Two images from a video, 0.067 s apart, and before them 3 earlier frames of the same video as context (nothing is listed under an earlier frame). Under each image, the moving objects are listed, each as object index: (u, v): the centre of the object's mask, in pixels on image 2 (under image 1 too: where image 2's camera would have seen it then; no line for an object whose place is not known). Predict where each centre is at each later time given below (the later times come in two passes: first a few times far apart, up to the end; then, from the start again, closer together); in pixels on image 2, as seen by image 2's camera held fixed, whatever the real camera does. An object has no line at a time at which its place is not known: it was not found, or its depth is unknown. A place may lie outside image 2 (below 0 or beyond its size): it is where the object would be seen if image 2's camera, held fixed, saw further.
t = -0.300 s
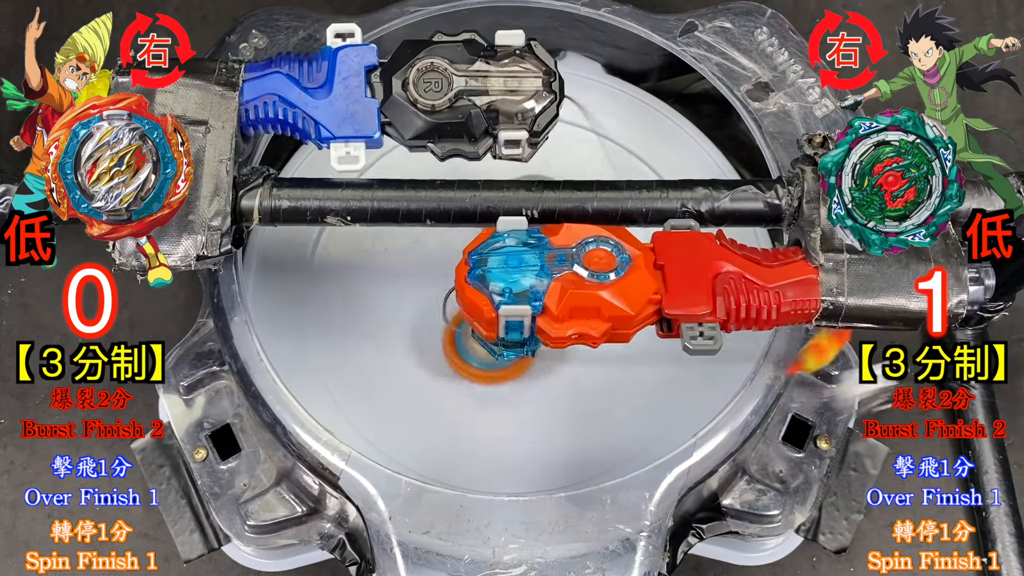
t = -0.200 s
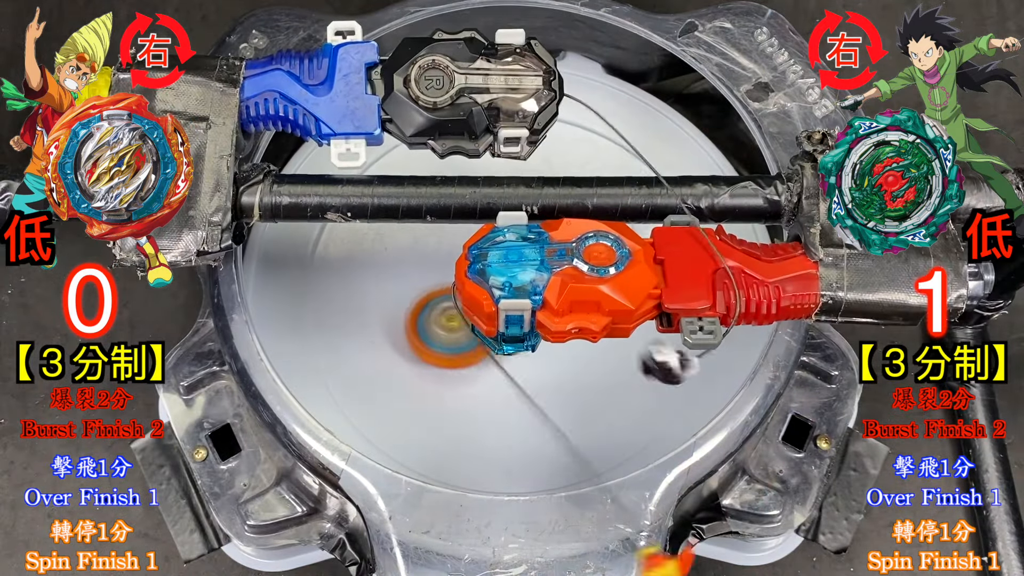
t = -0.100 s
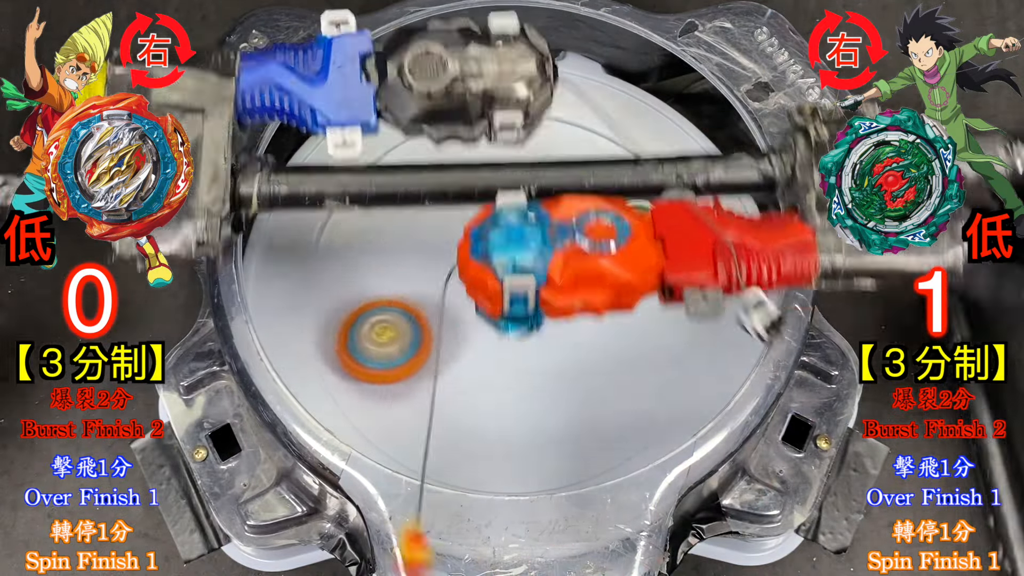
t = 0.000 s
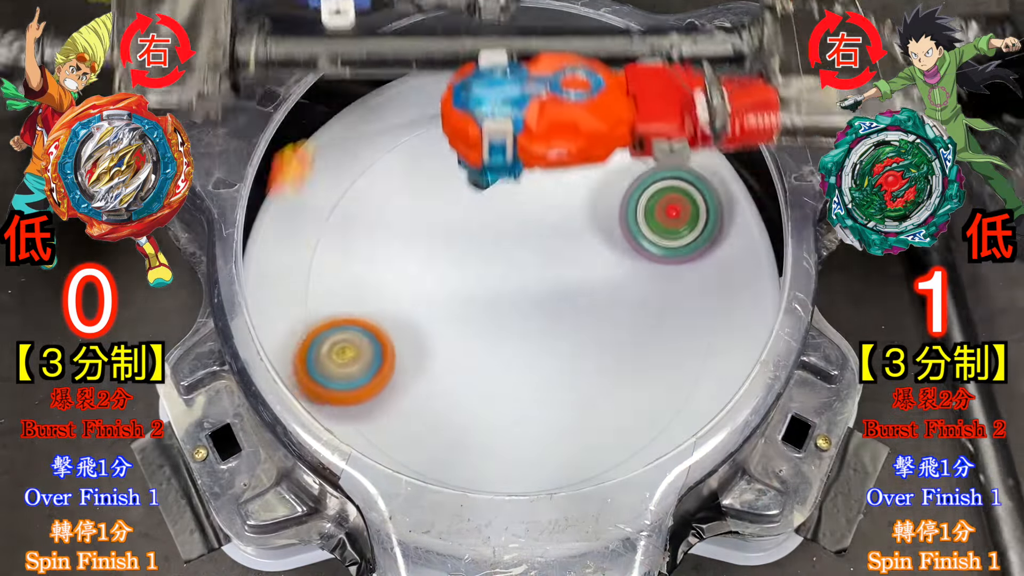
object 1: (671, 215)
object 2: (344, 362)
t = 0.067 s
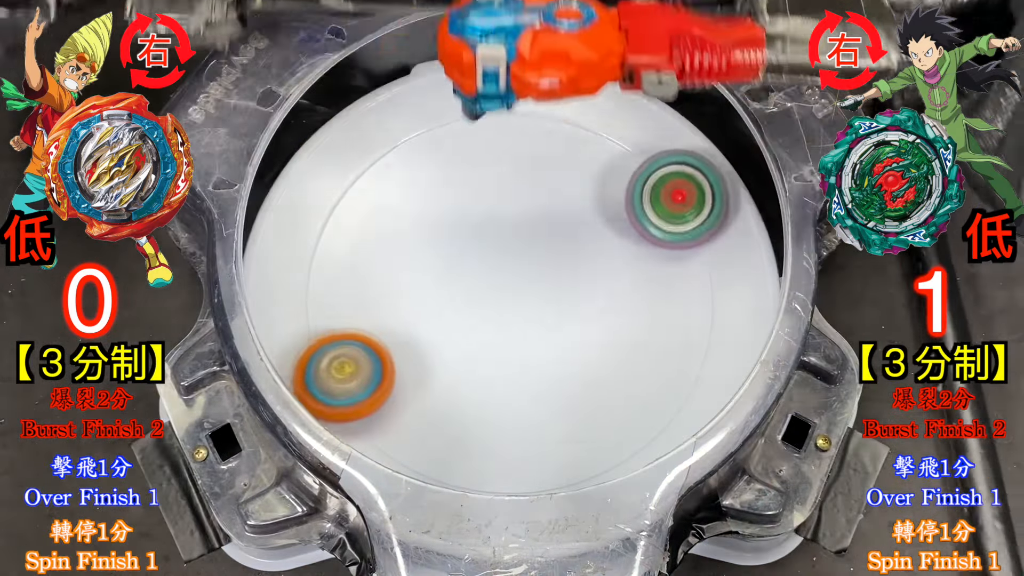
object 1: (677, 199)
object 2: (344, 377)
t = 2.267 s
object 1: (668, 373)
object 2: (442, 366)
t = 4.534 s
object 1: (516, 412)
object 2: (537, 310)
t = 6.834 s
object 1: (523, 304)
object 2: (534, 203)
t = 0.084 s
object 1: (676, 195)
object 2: (349, 380)
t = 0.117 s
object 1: (672, 189)
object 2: (363, 385)
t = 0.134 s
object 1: (670, 186)
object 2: (372, 387)
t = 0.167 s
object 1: (662, 182)
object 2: (390, 390)
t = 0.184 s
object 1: (658, 180)
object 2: (400, 392)
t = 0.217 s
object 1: (648, 178)
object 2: (423, 393)
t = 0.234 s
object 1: (642, 178)
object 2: (434, 394)
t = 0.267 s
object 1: (630, 178)
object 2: (458, 393)
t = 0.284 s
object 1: (624, 179)
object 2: (469, 392)
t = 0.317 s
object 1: (610, 182)
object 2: (489, 387)
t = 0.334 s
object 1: (604, 184)
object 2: (499, 383)
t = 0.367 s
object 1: (590, 189)
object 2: (516, 373)
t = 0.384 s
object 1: (583, 193)
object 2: (524, 367)
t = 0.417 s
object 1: (571, 201)
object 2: (536, 352)
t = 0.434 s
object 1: (565, 206)
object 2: (540, 344)
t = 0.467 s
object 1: (554, 217)
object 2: (546, 327)
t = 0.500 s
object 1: (548, 214)
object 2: (543, 324)
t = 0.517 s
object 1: (549, 202)
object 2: (538, 338)
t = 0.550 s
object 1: (548, 180)
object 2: (525, 360)
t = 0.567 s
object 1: (548, 172)
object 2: (518, 370)
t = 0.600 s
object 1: (545, 160)
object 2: (502, 388)
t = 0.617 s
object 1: (543, 156)
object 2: (494, 395)
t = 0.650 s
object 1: (538, 152)
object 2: (479, 406)
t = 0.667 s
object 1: (535, 153)
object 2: (473, 410)
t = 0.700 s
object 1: (529, 157)
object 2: (463, 414)
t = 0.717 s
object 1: (525, 162)
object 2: (459, 415)
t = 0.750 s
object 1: (519, 174)
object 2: (454, 416)
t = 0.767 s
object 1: (516, 181)
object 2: (453, 414)
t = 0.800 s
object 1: (511, 199)
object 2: (454, 410)
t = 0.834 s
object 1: (508, 220)
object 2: (457, 404)
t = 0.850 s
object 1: (508, 230)
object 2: (460, 399)
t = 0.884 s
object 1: (509, 252)
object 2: (465, 390)
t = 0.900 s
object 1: (510, 263)
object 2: (468, 385)
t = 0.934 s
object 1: (515, 286)
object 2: (473, 373)
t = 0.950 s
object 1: (523, 291)
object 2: (471, 373)
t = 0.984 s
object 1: (540, 298)
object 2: (462, 376)
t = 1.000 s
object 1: (551, 301)
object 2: (459, 378)
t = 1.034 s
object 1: (570, 307)
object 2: (453, 378)
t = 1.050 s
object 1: (581, 309)
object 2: (450, 378)
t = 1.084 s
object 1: (601, 314)
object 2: (447, 376)
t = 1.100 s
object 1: (611, 315)
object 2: (446, 375)
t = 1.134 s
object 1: (631, 316)
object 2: (445, 372)
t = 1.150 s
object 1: (640, 315)
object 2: (445, 370)
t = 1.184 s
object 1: (658, 312)
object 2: (447, 365)
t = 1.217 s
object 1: (673, 307)
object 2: (450, 360)
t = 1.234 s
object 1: (679, 303)
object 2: (451, 357)
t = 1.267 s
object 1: (690, 295)
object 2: (455, 351)
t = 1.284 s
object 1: (693, 290)
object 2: (456, 347)
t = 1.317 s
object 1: (700, 281)
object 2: (458, 340)
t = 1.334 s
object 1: (702, 276)
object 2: (459, 336)
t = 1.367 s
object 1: (703, 266)
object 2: (461, 328)
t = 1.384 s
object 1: (703, 261)
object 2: (461, 323)
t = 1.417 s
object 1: (700, 251)
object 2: (461, 315)
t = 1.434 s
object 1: (697, 246)
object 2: (461, 310)
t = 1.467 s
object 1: (689, 238)
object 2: (460, 302)
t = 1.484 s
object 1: (684, 234)
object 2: (459, 298)
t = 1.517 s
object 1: (672, 227)
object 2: (457, 290)
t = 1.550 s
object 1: (658, 223)
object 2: (455, 283)
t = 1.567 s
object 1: (650, 222)
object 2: (454, 282)
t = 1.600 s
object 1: (633, 221)
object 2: (452, 275)
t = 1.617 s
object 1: (625, 221)
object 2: (451, 273)
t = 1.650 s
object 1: (606, 224)
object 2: (449, 269)
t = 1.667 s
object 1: (597, 226)
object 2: (448, 268)
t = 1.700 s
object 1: (578, 232)
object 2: (445, 266)
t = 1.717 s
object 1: (569, 236)
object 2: (444, 264)
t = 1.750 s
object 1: (551, 246)
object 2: (441, 264)
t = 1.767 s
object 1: (543, 252)
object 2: (439, 265)
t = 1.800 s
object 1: (535, 266)
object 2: (429, 264)
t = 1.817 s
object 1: (539, 275)
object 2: (416, 263)
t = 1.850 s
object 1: (547, 292)
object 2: (391, 262)
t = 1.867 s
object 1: (551, 300)
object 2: (380, 262)
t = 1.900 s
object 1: (560, 317)
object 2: (359, 264)
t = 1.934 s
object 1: (569, 333)
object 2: (341, 268)
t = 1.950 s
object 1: (574, 340)
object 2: (334, 272)
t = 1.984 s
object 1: (584, 354)
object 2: (321, 280)
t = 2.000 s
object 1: (589, 360)
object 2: (319, 284)
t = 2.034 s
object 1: (600, 372)
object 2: (320, 297)
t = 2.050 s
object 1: (605, 376)
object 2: (325, 303)
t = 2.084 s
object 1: (616, 383)
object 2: (336, 317)
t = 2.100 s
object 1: (623, 386)
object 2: (343, 323)
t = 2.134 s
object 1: (633, 388)
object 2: (359, 338)
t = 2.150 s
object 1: (638, 388)
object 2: (368, 343)
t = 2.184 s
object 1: (649, 386)
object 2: (389, 354)
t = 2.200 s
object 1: (654, 385)
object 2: (399, 359)
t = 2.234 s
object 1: (662, 379)
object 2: (420, 364)
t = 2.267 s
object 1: (668, 373)
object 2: (442, 366)
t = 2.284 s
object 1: (670, 368)
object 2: (452, 365)
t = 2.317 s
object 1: (672, 359)
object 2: (473, 360)
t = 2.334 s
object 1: (673, 354)
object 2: (483, 356)
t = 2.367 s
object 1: (671, 343)
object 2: (502, 344)
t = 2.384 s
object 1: (669, 337)
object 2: (511, 338)
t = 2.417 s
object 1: (662, 326)
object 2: (526, 323)
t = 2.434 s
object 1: (657, 321)
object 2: (532, 314)
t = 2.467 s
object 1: (646, 311)
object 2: (542, 295)
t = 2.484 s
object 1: (642, 306)
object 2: (546, 283)
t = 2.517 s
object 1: (637, 302)
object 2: (541, 257)
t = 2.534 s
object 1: (634, 301)
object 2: (537, 243)
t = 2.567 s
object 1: (626, 298)
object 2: (526, 214)
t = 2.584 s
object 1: (621, 297)
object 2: (520, 201)
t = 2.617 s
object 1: (611, 296)
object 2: (504, 173)
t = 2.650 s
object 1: (598, 296)
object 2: (486, 148)
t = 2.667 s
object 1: (591, 297)
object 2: (475, 136)
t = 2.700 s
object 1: (577, 300)
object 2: (453, 117)
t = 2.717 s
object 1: (570, 302)
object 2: (443, 114)
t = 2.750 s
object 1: (556, 307)
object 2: (423, 112)
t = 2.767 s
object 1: (549, 309)
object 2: (415, 115)
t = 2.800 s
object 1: (534, 317)
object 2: (396, 116)
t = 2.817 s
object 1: (528, 321)
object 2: (385, 120)
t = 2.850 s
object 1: (517, 329)
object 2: (365, 127)
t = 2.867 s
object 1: (511, 334)
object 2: (355, 132)
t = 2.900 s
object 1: (502, 345)
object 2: (335, 144)
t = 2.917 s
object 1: (498, 350)
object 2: (326, 149)
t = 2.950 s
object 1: (492, 362)
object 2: (310, 165)
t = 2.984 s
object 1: (487, 374)
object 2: (299, 182)
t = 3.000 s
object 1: (485, 380)
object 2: (293, 193)
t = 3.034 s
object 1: (484, 393)
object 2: (286, 212)
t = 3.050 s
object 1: (484, 398)
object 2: (284, 222)
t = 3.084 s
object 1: (487, 409)
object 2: (282, 242)
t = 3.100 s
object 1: (489, 414)
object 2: (281, 253)
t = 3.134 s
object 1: (495, 423)
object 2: (288, 273)
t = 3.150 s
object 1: (499, 427)
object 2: (294, 284)
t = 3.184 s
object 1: (507, 434)
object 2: (308, 303)
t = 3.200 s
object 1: (512, 437)
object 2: (318, 313)
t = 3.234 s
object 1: (522, 439)
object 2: (341, 331)
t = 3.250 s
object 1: (528, 441)
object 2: (356, 340)
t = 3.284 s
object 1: (538, 440)
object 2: (384, 354)
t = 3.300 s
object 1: (543, 439)
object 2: (398, 359)
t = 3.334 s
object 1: (552, 435)
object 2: (430, 366)
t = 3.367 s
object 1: (560, 429)
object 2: (463, 368)
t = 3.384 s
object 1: (565, 426)
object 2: (479, 368)
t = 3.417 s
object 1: (580, 429)
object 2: (500, 348)
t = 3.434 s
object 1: (589, 431)
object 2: (508, 337)
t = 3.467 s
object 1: (603, 430)
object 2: (522, 313)
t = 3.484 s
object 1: (610, 429)
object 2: (528, 301)
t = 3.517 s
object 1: (620, 424)
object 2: (538, 277)
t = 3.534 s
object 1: (626, 420)
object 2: (541, 266)
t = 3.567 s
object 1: (633, 410)
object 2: (546, 244)
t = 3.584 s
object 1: (636, 403)
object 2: (547, 233)
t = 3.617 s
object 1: (638, 388)
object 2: (546, 212)
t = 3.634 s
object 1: (637, 379)
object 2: (544, 201)
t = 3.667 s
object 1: (634, 362)
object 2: (539, 182)
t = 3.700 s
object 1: (625, 345)
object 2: (530, 164)
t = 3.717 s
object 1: (620, 337)
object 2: (525, 156)
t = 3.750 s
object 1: (605, 321)
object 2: (511, 140)
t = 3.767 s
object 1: (597, 313)
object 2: (504, 135)
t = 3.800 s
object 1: (578, 299)
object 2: (486, 125)
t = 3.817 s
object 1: (568, 293)
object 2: (476, 121)
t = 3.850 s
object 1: (547, 283)
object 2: (457, 120)
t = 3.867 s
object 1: (535, 278)
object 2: (448, 125)
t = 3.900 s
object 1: (513, 271)
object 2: (431, 138)
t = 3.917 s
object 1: (501, 269)
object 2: (424, 145)
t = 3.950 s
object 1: (478, 265)
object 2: (410, 160)
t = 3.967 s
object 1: (467, 265)
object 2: (404, 168)
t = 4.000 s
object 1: (444, 266)
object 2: (395, 184)
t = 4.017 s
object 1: (434, 270)
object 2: (391, 190)
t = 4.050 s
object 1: (420, 296)
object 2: (379, 179)
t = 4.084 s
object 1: (408, 324)
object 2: (368, 171)
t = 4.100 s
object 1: (403, 337)
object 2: (367, 169)
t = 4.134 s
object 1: (395, 361)
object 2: (366, 174)
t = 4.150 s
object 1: (392, 373)
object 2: (367, 179)
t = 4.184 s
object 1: (389, 393)
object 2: (372, 192)
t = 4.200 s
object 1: (389, 401)
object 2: (375, 199)
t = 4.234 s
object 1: (394, 416)
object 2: (383, 215)
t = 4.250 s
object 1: (398, 422)
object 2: (389, 224)
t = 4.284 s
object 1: (408, 431)
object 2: (399, 242)
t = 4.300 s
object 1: (414, 436)
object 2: (405, 251)
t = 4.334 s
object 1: (427, 443)
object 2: (419, 268)
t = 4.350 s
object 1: (435, 446)
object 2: (427, 276)
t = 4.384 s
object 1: (451, 448)
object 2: (444, 290)
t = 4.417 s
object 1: (466, 448)
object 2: (463, 300)
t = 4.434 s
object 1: (474, 447)
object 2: (473, 304)
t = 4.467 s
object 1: (490, 441)
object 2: (494, 309)
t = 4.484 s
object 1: (497, 435)
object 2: (505, 311)
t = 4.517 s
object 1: (510, 420)
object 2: (526, 311)
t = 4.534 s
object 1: (516, 412)
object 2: (537, 310)
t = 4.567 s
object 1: (525, 395)
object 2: (557, 305)
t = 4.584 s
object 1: (529, 386)
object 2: (568, 300)
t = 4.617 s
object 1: (530, 370)
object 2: (590, 283)
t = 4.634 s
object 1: (530, 362)
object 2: (601, 274)
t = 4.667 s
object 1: (527, 345)
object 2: (619, 252)
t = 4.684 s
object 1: (524, 336)
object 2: (627, 240)
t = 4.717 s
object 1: (518, 319)
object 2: (637, 216)
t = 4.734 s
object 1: (514, 312)
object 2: (641, 203)
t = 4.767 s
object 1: (504, 295)
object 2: (644, 178)
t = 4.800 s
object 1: (493, 281)
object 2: (640, 156)
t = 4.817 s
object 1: (486, 275)
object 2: (633, 148)
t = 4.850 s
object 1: (473, 263)
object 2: (616, 138)
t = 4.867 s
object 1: (467, 258)
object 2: (606, 137)
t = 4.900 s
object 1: (453, 249)
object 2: (579, 138)
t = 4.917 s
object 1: (445, 245)
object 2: (566, 139)
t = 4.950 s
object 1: (430, 239)
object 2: (536, 141)
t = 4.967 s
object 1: (422, 237)
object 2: (521, 142)
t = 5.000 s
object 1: (408, 234)
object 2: (491, 147)
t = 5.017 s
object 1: (401, 234)
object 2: (475, 150)
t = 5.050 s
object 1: (387, 235)
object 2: (449, 160)
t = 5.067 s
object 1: (378, 238)
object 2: (439, 163)
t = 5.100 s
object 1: (342, 266)
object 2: (442, 153)
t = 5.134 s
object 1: (311, 293)
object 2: (445, 147)
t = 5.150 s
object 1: (304, 306)
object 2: (446, 147)
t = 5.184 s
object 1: (302, 333)
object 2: (448, 149)
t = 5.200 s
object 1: (303, 348)
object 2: (449, 151)
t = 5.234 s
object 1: (322, 373)
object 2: (451, 158)
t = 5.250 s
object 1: (334, 384)
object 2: (452, 162)
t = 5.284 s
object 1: (361, 402)
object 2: (453, 171)
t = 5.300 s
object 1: (376, 411)
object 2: (454, 178)
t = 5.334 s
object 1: (406, 422)
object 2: (456, 190)
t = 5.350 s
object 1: (421, 425)
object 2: (458, 196)
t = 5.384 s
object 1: (453, 426)
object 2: (461, 210)
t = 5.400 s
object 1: (469, 423)
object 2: (463, 217)
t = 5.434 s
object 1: (499, 414)
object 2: (469, 231)
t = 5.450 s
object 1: (512, 408)
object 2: (472, 237)
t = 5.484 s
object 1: (534, 392)
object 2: (480, 248)
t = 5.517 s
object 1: (554, 371)
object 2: (488, 259)
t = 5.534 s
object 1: (562, 360)
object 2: (493, 263)
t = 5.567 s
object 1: (577, 336)
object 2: (503, 271)
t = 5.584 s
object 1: (586, 328)
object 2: (507, 271)
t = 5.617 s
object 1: (608, 317)
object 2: (502, 256)
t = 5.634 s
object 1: (617, 311)
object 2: (500, 249)
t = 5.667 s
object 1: (631, 298)
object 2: (499, 237)
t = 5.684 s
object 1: (637, 291)
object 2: (497, 232)
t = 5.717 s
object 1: (641, 276)
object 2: (496, 222)
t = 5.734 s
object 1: (641, 267)
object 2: (496, 218)
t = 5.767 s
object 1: (638, 250)
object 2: (495, 212)
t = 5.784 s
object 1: (634, 242)
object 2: (494, 209)
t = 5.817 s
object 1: (624, 226)
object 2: (495, 206)
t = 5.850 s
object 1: (612, 211)
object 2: (494, 207)
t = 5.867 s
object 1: (605, 204)
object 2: (493, 207)
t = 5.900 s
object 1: (589, 192)
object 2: (492, 210)
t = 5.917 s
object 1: (582, 186)
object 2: (490, 212)
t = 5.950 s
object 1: (578, 176)
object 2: (475, 217)
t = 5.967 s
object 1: (575, 171)
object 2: (469, 220)
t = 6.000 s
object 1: (566, 162)
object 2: (460, 228)
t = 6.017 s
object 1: (561, 159)
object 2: (457, 232)
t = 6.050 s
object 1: (548, 154)
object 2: (454, 241)
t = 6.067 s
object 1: (540, 151)
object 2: (453, 246)
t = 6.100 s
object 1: (524, 147)
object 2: (454, 255)
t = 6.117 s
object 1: (515, 146)
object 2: (456, 260)
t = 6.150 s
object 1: (499, 145)
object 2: (461, 269)
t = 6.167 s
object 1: (491, 146)
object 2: (465, 273)
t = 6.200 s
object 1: (475, 149)
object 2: (473, 279)
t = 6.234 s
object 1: (461, 155)
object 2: (482, 284)
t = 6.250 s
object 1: (447, 162)
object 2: (492, 288)
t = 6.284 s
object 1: (427, 187)
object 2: (511, 292)
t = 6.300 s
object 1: (421, 202)
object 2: (521, 293)
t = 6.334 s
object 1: (417, 238)
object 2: (538, 292)
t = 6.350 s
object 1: (421, 256)
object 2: (546, 291)
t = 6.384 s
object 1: (437, 288)
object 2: (561, 285)
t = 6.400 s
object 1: (448, 301)
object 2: (566, 282)
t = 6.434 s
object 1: (475, 318)
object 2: (576, 275)
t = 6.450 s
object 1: (489, 323)
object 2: (580, 271)
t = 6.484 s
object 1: (517, 328)
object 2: (589, 262)
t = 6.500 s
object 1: (529, 328)
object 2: (595, 256)
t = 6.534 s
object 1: (547, 324)
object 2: (603, 242)
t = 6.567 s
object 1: (565, 314)
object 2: (605, 230)
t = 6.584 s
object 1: (570, 310)
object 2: (606, 222)
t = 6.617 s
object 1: (576, 300)
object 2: (604, 207)
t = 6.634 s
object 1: (577, 297)
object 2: (602, 200)
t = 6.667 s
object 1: (573, 286)
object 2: (591, 193)
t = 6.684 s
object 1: (569, 281)
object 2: (585, 190)
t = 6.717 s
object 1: (558, 280)
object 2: (575, 185)
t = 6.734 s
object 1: (553, 280)
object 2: (569, 185)
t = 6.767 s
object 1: (543, 282)
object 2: (556, 187)
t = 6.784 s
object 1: (539, 284)
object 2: (550, 191)
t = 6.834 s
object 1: (523, 304)
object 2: (534, 203)
